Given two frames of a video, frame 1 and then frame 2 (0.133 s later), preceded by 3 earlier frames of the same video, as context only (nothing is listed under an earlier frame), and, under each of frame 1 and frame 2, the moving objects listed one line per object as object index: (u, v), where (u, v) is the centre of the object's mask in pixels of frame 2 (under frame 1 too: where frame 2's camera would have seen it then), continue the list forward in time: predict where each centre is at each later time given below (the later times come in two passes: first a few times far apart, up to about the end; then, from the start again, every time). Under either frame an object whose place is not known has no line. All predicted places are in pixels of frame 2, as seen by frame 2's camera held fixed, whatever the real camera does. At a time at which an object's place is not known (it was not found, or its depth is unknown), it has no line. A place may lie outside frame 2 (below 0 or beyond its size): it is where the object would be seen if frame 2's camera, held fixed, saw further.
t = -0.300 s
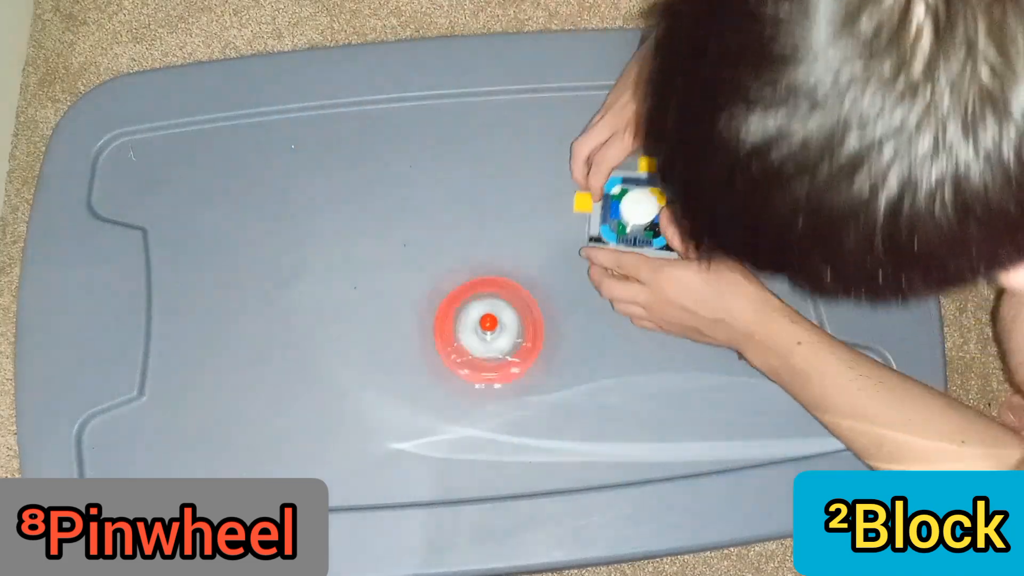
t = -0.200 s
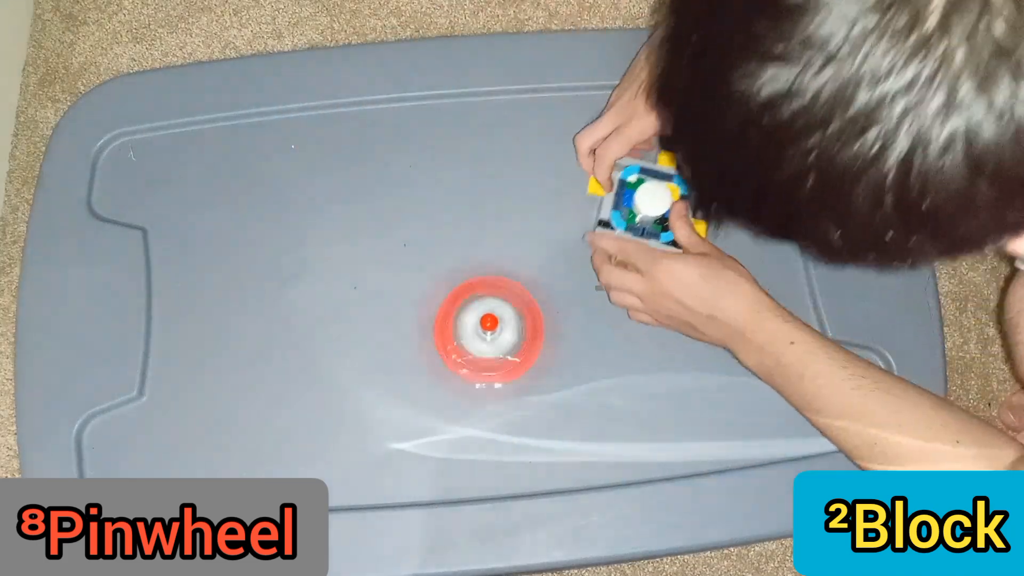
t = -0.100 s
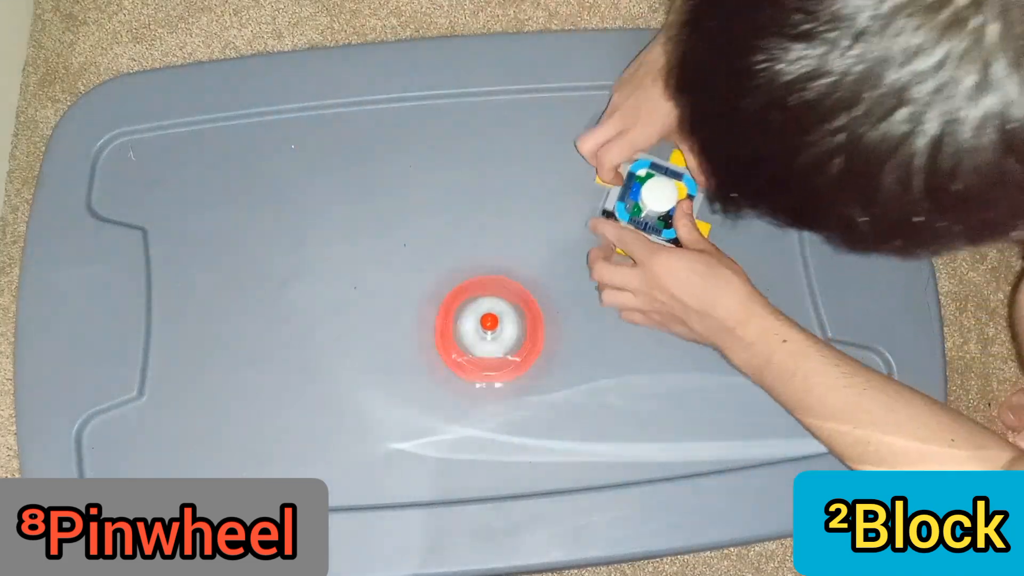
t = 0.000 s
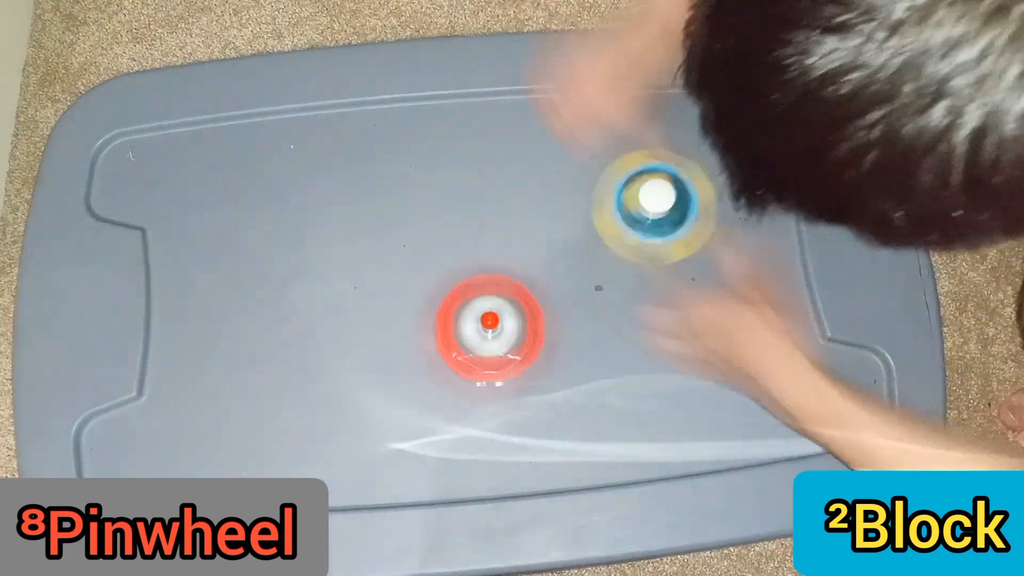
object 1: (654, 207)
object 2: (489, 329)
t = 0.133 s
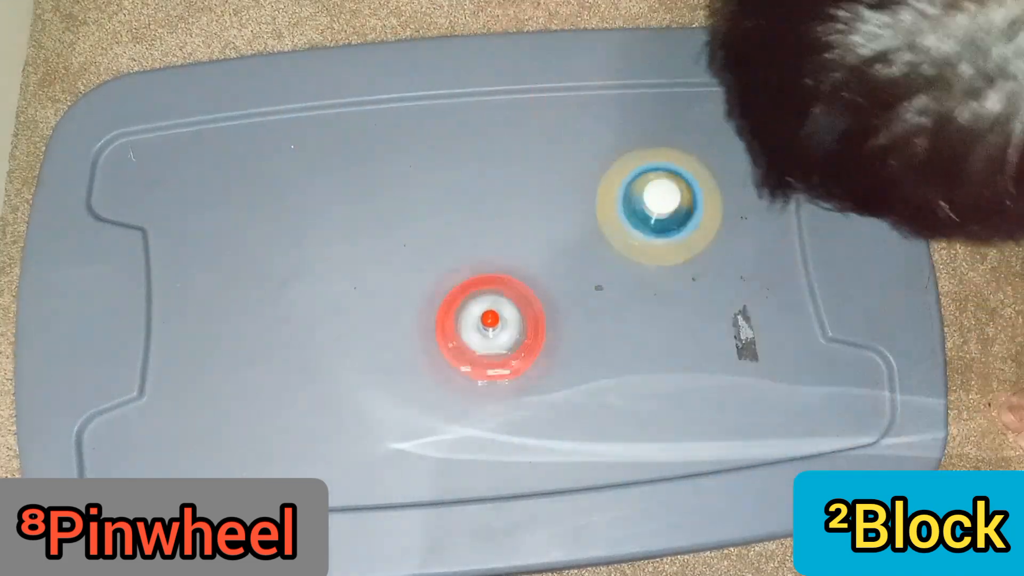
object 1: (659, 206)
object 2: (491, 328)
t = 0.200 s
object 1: (661, 207)
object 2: (491, 327)
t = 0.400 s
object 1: (662, 209)
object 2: (492, 326)
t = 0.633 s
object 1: (660, 212)
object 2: (493, 324)
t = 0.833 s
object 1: (654, 219)
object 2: (495, 321)
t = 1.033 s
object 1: (639, 234)
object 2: (497, 319)
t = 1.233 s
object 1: (617, 237)
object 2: (497, 317)
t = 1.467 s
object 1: (605, 212)
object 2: (493, 342)
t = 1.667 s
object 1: (610, 209)
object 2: (490, 342)
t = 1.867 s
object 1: (610, 211)
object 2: (491, 337)
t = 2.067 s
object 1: (603, 221)
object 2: (493, 332)
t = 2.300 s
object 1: (589, 225)
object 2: (495, 332)
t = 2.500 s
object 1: (604, 165)
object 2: (467, 400)
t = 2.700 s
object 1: (604, 164)
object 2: (463, 396)
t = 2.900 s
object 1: (600, 168)
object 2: (466, 395)
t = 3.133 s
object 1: (587, 171)
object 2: (469, 394)
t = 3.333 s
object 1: (579, 171)
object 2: (474, 393)
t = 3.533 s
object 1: (569, 170)
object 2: (473, 393)
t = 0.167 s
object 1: (660, 207)
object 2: (490, 328)
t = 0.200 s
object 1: (661, 207)
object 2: (491, 327)
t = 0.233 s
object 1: (661, 208)
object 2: (491, 327)
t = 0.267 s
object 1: (661, 208)
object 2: (491, 328)
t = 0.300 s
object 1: (662, 208)
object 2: (491, 327)
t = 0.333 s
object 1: (662, 208)
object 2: (492, 326)
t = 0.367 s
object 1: (662, 209)
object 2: (491, 327)
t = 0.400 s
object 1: (662, 209)
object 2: (492, 326)
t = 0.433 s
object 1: (662, 209)
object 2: (493, 326)
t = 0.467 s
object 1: (662, 209)
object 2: (492, 325)
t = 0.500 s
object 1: (661, 210)
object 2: (493, 324)
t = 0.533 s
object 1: (661, 210)
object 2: (493, 325)
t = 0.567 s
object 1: (660, 211)
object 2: (492, 324)
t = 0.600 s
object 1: (661, 211)
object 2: (494, 323)
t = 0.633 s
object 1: (660, 212)
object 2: (493, 324)
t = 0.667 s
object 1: (659, 213)
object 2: (494, 322)
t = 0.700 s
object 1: (658, 214)
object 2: (495, 323)
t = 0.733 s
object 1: (658, 215)
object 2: (494, 322)
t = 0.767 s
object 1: (656, 216)
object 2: (495, 321)
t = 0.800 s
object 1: (655, 218)
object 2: (495, 322)
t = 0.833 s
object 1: (654, 219)
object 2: (495, 321)
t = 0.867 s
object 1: (652, 222)
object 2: (496, 321)
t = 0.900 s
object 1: (650, 224)
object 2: (495, 320)
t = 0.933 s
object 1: (647, 226)
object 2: (496, 320)
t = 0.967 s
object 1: (645, 228)
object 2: (496, 320)
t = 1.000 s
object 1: (642, 231)
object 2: (496, 319)
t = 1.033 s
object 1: (639, 234)
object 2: (497, 319)
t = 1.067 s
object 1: (635, 236)
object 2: (496, 318)
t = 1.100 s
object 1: (631, 238)
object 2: (497, 318)
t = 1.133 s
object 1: (626, 238)
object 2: (497, 318)
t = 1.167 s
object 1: (622, 238)
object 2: (497, 317)
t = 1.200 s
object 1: (619, 238)
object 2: (498, 317)
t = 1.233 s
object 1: (617, 237)
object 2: (497, 317)
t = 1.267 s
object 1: (615, 236)
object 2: (498, 317)
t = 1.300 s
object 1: (613, 235)
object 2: (497, 317)
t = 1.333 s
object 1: (611, 234)
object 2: (498, 316)
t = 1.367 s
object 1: (609, 228)
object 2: (496, 325)
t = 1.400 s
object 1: (607, 220)
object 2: (495, 334)
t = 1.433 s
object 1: (605, 215)
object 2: (493, 339)
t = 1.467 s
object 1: (605, 212)
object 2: (493, 342)
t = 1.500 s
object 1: (606, 210)
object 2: (492, 342)
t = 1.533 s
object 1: (608, 208)
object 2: (490, 343)
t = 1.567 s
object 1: (609, 208)
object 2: (491, 344)
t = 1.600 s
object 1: (609, 208)
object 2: (490, 342)
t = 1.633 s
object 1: (609, 209)
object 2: (489, 343)
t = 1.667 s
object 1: (610, 209)
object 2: (490, 342)
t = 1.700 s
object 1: (610, 209)
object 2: (489, 340)
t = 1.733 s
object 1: (610, 209)
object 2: (489, 341)
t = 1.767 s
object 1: (610, 210)
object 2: (490, 339)
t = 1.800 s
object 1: (610, 210)
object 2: (489, 338)
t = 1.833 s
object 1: (610, 211)
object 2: (490, 339)
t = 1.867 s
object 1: (610, 211)
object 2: (491, 337)
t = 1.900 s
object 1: (609, 212)
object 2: (490, 336)
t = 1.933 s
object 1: (608, 214)
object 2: (491, 336)
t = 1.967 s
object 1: (607, 215)
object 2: (492, 335)
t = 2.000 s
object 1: (606, 217)
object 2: (491, 335)
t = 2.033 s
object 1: (605, 219)
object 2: (493, 333)
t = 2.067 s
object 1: (603, 221)
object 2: (493, 332)
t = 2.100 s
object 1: (601, 223)
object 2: (493, 333)
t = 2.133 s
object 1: (599, 224)
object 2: (494, 332)
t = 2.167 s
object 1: (596, 225)
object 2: (495, 330)
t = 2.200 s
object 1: (594, 226)
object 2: (495, 331)
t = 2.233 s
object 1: (592, 226)
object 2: (497, 330)
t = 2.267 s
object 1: (591, 226)
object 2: (497, 329)
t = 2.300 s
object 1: (589, 225)
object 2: (495, 332)
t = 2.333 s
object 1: (593, 212)
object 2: (490, 354)
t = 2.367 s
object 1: (595, 197)
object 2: (501, 397)
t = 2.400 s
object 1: (598, 185)
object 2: (505, 365)
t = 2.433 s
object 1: (600, 175)
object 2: (475, 393)
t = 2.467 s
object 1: (602, 168)
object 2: (472, 398)
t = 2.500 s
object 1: (604, 165)
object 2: (467, 400)
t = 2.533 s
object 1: (605, 163)
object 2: (465, 401)
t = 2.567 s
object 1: (605, 164)
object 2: (489, 420)
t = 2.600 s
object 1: (606, 164)
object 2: (463, 400)
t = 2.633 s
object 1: (606, 163)
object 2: (464, 399)
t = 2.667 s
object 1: (605, 164)
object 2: (465, 398)
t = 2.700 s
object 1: (604, 164)
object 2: (463, 396)
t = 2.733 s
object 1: (604, 164)
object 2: (464, 396)
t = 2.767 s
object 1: (604, 164)
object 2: (466, 396)
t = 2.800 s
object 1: (603, 165)
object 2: (466, 396)
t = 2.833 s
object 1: (602, 166)
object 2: (466, 395)
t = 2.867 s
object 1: (601, 167)
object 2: (466, 396)
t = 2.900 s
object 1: (600, 168)
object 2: (466, 395)
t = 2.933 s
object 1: (598, 168)
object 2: (467, 395)
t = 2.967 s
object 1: (597, 169)
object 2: (468, 394)
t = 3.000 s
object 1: (594, 170)
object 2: (469, 395)
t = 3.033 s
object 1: (592, 171)
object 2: (468, 394)
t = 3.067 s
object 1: (590, 171)
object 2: (469, 394)
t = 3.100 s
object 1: (589, 171)
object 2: (469, 394)
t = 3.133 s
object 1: (587, 171)
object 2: (469, 394)
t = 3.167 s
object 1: (586, 171)
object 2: (469, 394)
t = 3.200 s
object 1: (584, 170)
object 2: (470, 394)
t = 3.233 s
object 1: (583, 170)
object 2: (470, 394)
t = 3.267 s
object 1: (582, 170)
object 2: (471, 394)
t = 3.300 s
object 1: (580, 171)
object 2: (473, 393)
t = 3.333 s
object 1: (579, 171)
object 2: (474, 393)
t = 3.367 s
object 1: (577, 171)
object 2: (473, 393)
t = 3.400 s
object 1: (575, 171)
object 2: (473, 392)
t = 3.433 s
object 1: (573, 170)
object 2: (472, 392)
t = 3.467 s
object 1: (571, 170)
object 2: (472, 392)
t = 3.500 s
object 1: (570, 170)
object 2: (472, 392)
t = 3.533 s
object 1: (569, 170)
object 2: (473, 393)
